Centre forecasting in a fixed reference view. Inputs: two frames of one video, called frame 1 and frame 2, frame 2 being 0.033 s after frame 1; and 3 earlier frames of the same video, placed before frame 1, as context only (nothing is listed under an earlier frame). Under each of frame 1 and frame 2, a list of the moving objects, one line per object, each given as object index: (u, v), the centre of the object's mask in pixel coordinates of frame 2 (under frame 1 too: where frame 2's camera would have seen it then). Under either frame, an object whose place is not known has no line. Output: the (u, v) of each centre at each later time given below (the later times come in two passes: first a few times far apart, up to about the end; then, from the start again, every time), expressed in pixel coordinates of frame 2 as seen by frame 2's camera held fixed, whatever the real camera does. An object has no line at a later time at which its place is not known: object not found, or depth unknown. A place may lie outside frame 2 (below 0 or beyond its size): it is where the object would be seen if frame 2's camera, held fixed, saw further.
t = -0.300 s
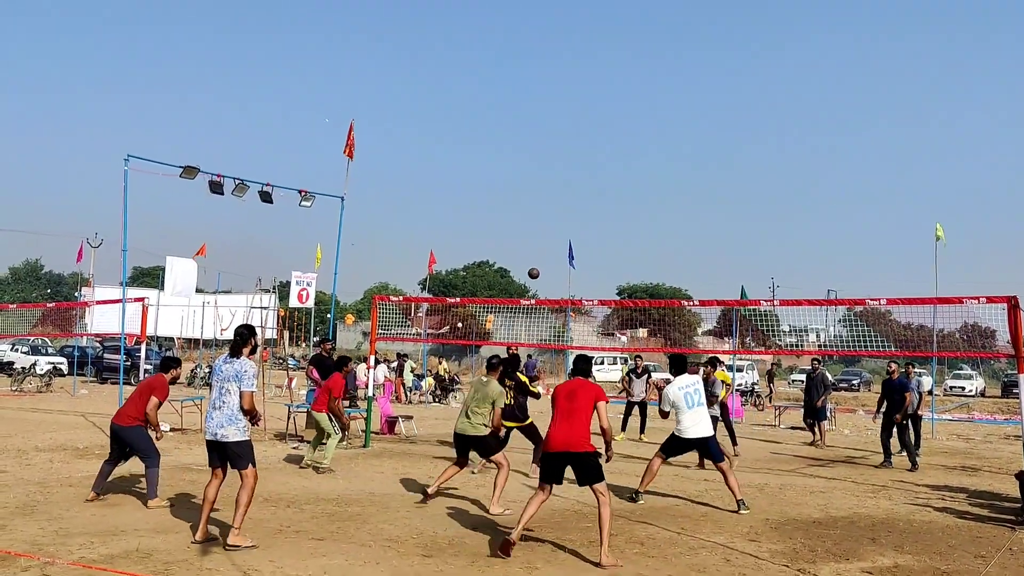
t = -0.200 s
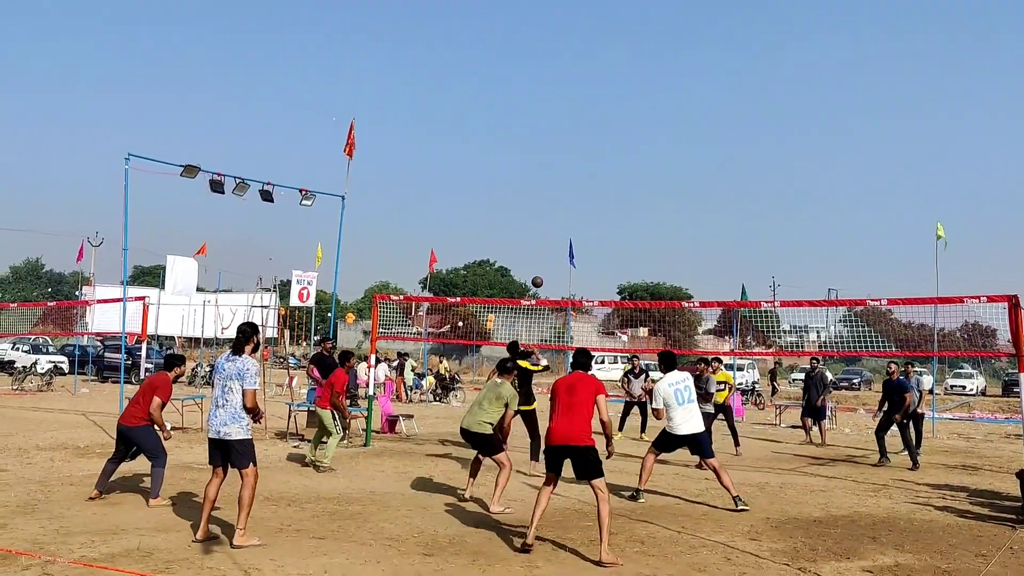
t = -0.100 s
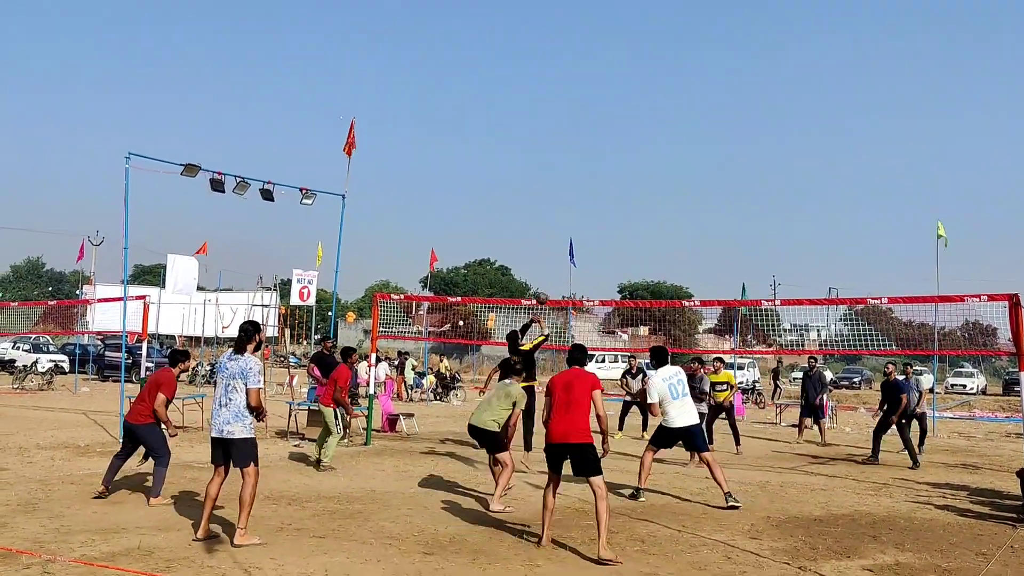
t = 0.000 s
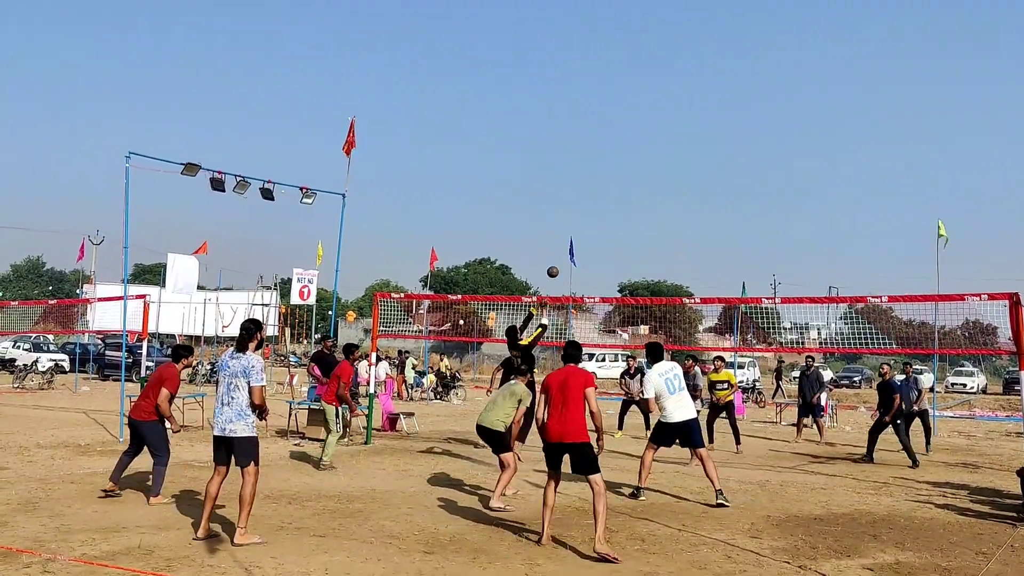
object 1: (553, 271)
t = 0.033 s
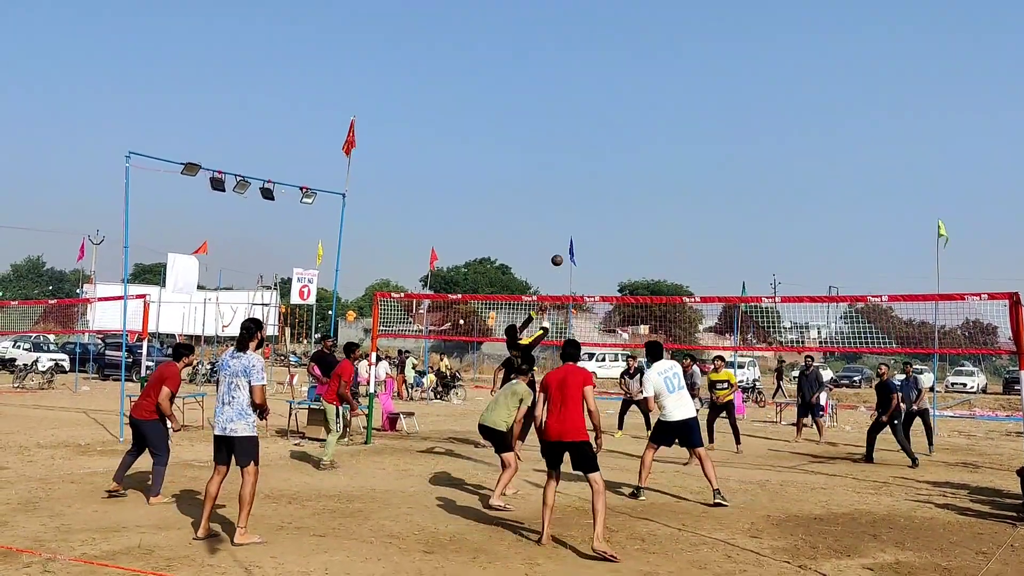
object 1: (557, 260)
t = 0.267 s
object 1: (583, 208)
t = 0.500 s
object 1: (604, 195)
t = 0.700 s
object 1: (618, 210)
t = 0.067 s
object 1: (561, 250)
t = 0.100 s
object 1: (565, 241)
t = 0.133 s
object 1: (569, 232)
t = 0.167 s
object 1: (573, 225)
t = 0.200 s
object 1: (576, 218)
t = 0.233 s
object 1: (580, 212)
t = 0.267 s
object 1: (583, 208)
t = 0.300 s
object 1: (586, 204)
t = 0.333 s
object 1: (589, 201)
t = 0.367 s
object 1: (592, 199)
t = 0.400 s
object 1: (596, 197)
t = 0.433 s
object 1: (598, 196)
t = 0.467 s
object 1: (601, 195)
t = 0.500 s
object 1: (604, 195)
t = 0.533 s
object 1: (606, 196)
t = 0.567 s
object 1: (609, 198)
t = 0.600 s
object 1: (611, 200)
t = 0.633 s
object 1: (613, 203)
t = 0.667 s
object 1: (616, 206)
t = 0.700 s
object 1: (618, 210)
